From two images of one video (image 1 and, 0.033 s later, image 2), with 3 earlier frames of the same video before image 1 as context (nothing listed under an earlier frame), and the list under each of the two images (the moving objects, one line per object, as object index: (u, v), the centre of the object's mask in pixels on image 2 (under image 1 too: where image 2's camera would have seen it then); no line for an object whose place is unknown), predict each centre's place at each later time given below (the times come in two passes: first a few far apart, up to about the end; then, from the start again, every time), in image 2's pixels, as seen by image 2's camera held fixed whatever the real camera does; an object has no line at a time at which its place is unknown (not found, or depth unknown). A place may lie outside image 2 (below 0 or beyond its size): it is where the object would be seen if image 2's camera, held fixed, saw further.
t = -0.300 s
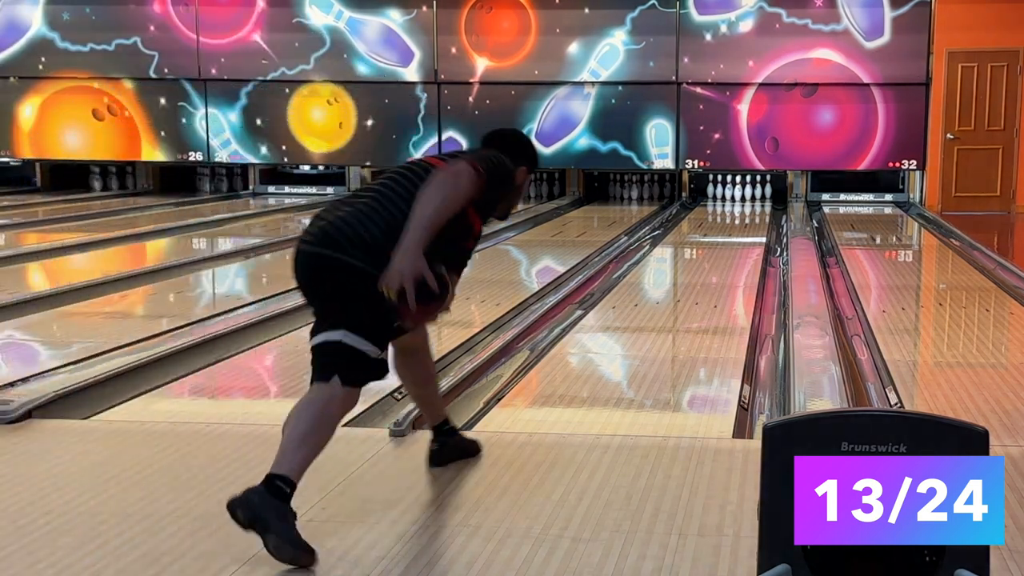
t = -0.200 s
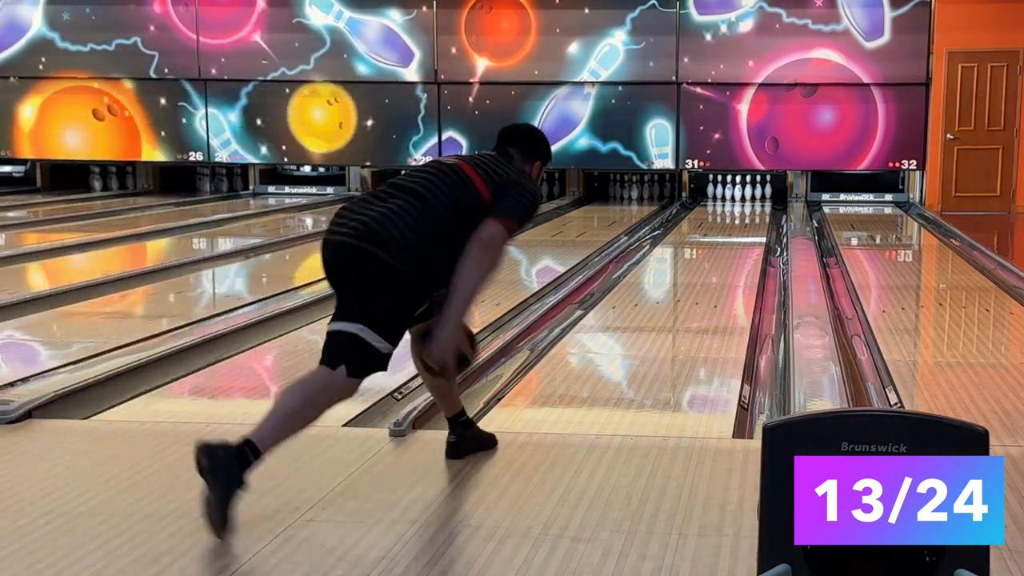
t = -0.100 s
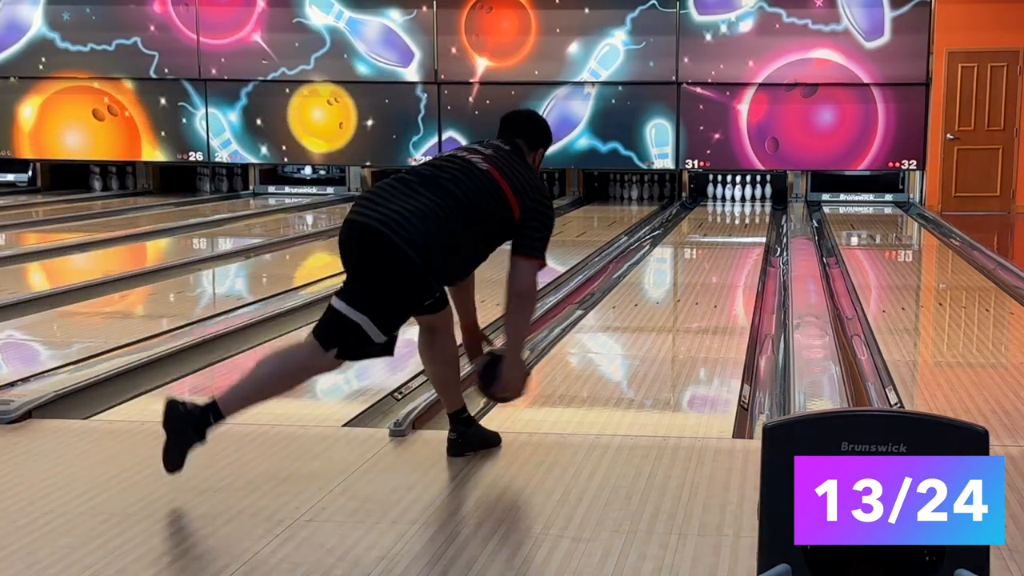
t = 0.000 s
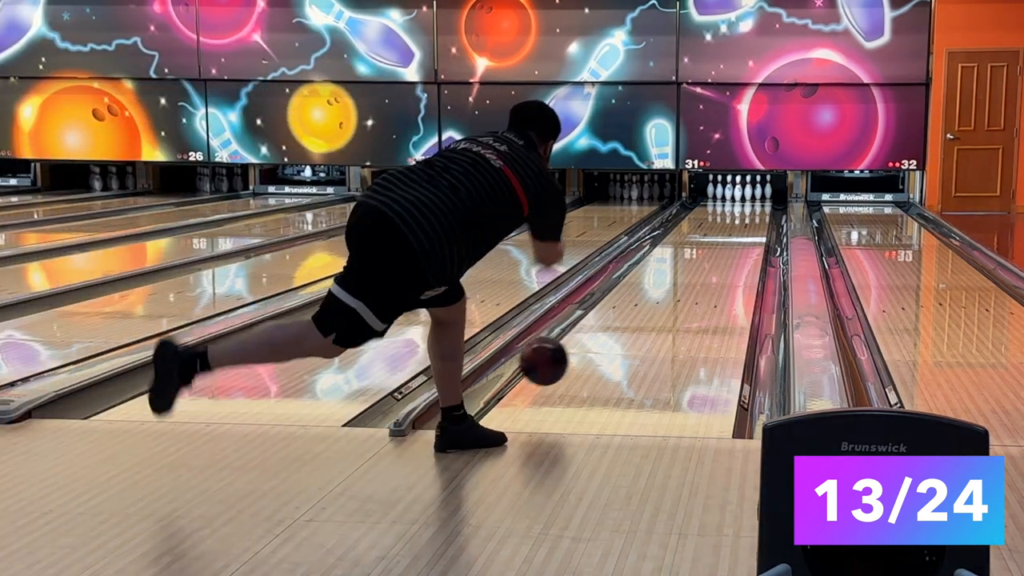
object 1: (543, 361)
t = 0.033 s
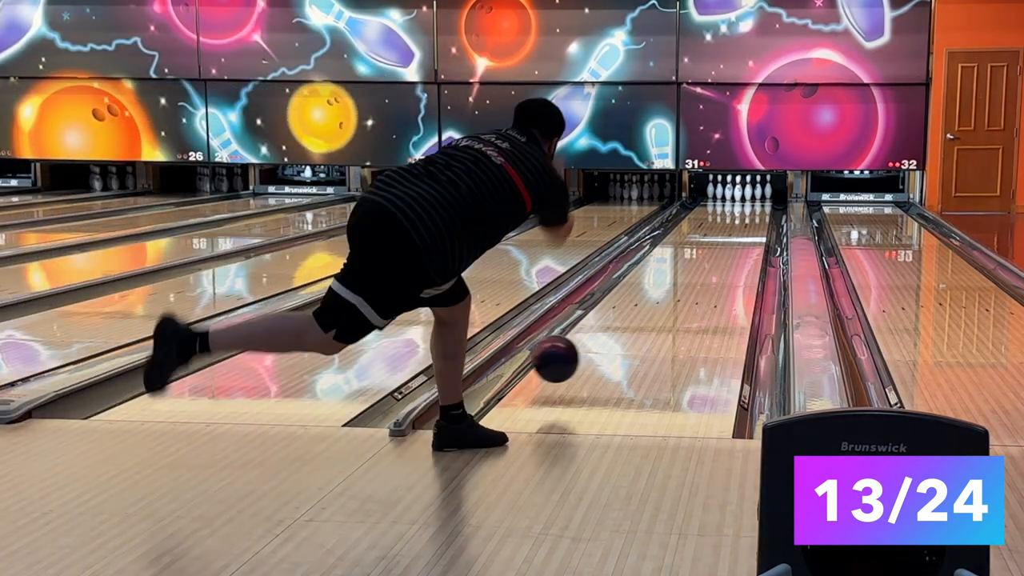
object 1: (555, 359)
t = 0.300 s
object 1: (626, 322)
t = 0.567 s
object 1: (670, 287)
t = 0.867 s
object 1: (702, 259)
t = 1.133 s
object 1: (723, 241)
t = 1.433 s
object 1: (740, 226)
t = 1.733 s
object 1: (752, 214)
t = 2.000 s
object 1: (755, 205)
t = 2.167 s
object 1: (754, 201)
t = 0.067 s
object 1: (567, 359)
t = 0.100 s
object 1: (576, 361)
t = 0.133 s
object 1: (586, 352)
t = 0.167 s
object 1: (595, 345)
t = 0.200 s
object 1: (603, 340)
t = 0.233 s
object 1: (611, 333)
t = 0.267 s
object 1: (619, 327)
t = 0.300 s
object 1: (626, 322)
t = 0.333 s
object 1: (632, 317)
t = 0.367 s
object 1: (638, 312)
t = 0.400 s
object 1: (644, 307)
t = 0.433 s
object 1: (650, 302)
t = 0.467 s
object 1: (655, 298)
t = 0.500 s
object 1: (660, 294)
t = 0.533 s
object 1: (665, 290)
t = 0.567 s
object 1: (670, 287)
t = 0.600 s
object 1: (674, 283)
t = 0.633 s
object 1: (678, 280)
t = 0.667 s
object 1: (682, 276)
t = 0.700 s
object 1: (686, 273)
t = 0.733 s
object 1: (690, 270)
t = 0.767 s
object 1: (693, 267)
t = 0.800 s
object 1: (697, 264)
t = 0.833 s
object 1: (700, 261)
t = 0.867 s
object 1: (702, 259)
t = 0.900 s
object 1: (706, 256)
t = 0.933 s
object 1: (709, 254)
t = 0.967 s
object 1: (711, 252)
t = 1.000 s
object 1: (714, 249)
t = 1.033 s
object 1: (716, 247)
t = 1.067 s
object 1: (719, 245)
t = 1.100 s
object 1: (721, 243)
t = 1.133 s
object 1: (723, 241)
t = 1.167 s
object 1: (726, 239)
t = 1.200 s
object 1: (728, 237)
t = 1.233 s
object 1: (730, 235)
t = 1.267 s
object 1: (732, 234)
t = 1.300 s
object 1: (734, 232)
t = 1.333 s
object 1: (735, 230)
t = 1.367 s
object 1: (737, 229)
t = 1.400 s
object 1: (739, 227)
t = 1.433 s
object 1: (740, 226)
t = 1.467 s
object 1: (742, 224)
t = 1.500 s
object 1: (743, 223)
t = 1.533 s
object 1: (745, 222)
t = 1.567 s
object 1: (746, 220)
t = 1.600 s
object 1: (747, 219)
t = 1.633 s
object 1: (749, 218)
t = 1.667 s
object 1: (750, 216)
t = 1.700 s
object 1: (751, 215)
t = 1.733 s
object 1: (752, 214)
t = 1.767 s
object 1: (753, 213)
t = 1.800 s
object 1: (753, 212)
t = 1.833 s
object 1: (754, 211)
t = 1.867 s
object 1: (754, 209)
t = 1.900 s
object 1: (755, 208)
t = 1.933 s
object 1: (755, 208)
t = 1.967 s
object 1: (755, 207)
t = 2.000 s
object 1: (755, 205)
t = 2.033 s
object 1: (756, 204)
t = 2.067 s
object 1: (755, 204)
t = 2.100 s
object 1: (755, 203)
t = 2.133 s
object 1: (755, 202)
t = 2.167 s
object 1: (754, 201)
